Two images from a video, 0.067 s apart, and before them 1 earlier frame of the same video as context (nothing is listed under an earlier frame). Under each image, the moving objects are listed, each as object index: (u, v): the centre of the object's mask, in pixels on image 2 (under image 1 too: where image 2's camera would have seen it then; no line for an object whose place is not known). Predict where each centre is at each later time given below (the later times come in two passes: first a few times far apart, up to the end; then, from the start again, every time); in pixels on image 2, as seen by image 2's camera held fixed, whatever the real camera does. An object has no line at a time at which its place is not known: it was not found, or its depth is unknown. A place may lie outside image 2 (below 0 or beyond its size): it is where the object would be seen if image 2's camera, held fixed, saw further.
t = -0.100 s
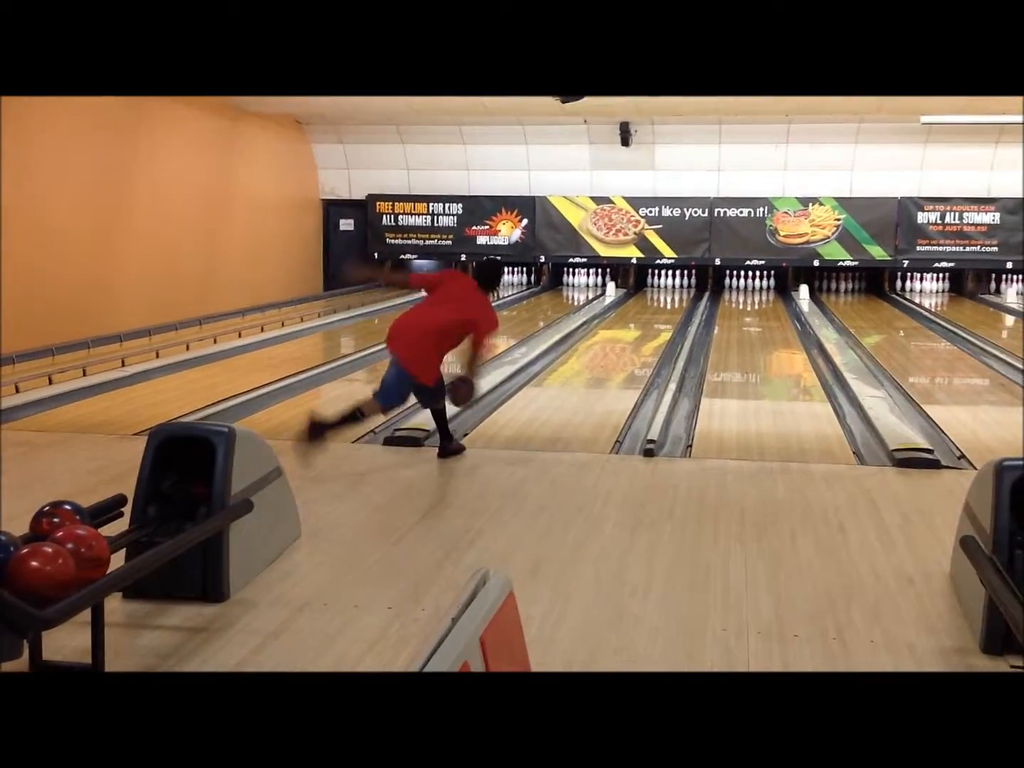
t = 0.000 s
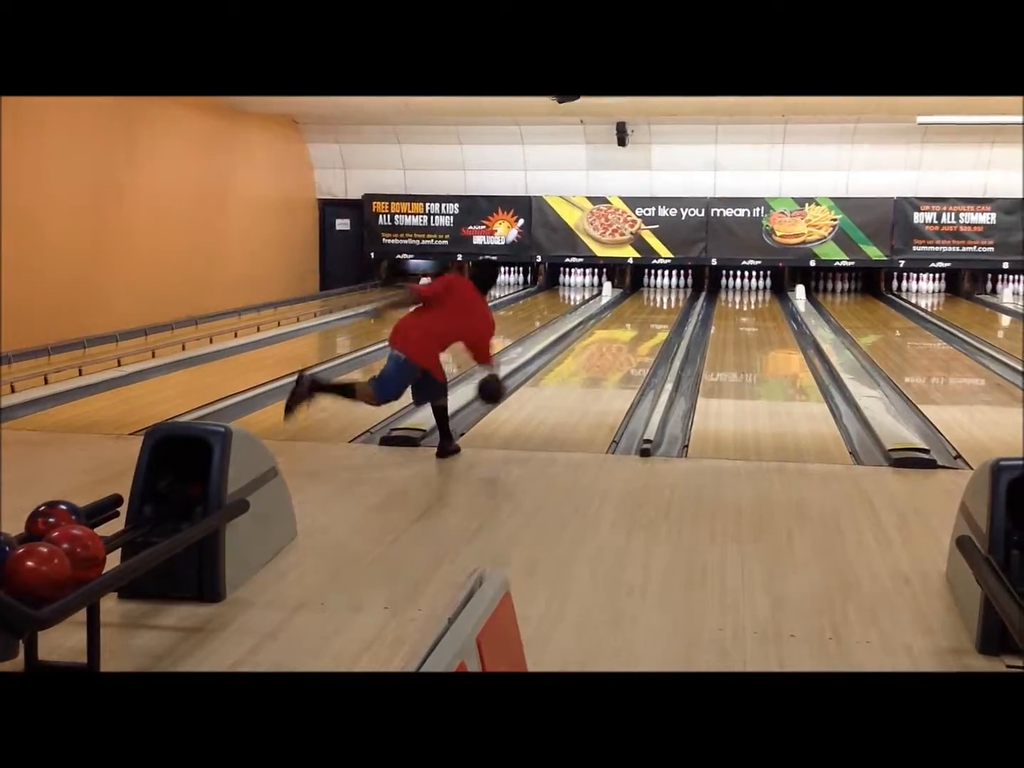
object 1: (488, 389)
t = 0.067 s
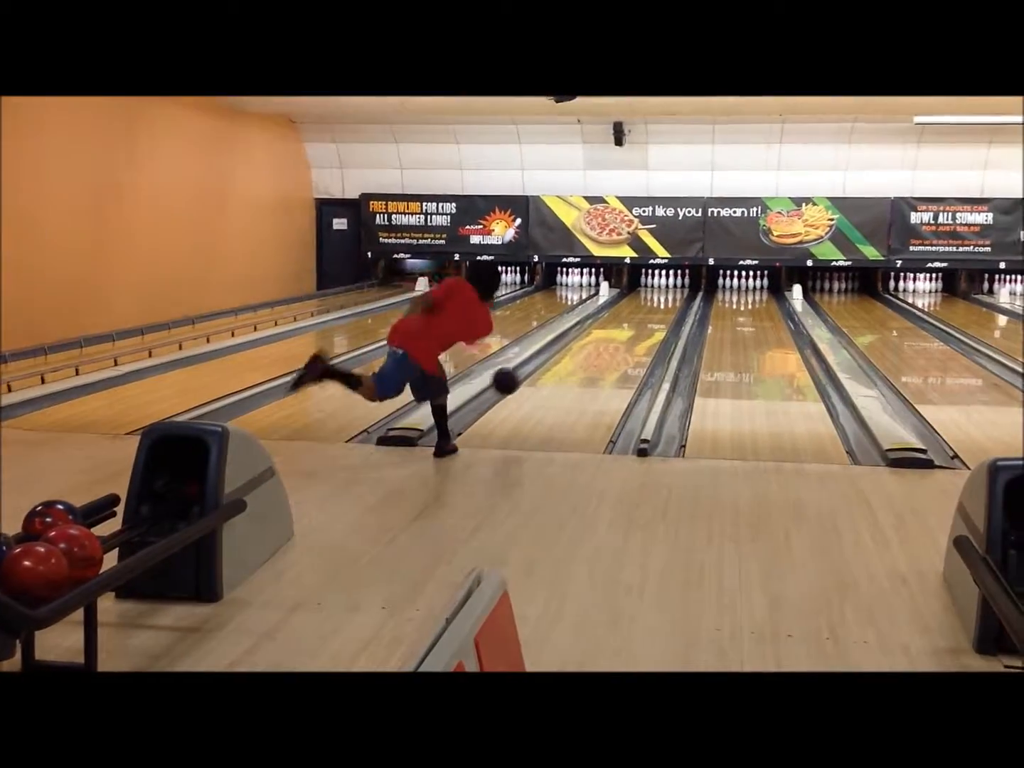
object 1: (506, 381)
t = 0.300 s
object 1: (552, 377)
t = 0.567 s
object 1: (590, 353)
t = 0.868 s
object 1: (619, 332)
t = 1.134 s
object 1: (637, 319)
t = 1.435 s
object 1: (652, 307)
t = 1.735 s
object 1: (661, 297)
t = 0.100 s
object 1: (514, 379)
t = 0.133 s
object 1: (521, 379)
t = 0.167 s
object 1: (527, 380)
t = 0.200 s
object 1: (534, 382)
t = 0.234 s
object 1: (541, 385)
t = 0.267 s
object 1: (547, 382)
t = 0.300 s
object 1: (552, 377)
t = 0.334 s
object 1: (558, 374)
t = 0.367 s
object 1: (563, 371)
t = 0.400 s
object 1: (568, 368)
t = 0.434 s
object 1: (573, 365)
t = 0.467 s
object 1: (577, 362)
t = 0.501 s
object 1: (582, 359)
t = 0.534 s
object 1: (586, 356)
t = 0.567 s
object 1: (590, 353)
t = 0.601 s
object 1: (594, 350)
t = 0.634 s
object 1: (597, 348)
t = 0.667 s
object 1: (601, 346)
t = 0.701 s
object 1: (604, 343)
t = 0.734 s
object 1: (607, 341)
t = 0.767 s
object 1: (610, 339)
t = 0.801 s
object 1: (613, 336)
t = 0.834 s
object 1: (616, 334)
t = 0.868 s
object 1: (619, 332)
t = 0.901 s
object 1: (621, 330)
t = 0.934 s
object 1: (624, 328)
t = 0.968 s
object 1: (626, 327)
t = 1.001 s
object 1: (629, 325)
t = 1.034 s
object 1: (631, 324)
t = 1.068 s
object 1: (633, 322)
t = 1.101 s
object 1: (635, 320)
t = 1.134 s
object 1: (637, 319)
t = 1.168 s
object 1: (639, 317)
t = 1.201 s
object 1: (641, 316)
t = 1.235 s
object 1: (642, 315)
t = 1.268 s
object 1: (644, 313)
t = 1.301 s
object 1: (646, 311)
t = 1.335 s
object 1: (647, 310)
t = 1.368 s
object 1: (649, 309)
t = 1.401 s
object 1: (650, 308)
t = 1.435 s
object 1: (652, 307)
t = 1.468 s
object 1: (653, 305)
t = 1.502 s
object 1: (654, 304)
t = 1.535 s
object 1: (655, 303)
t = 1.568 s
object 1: (657, 302)
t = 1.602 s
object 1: (658, 301)
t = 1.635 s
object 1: (659, 300)
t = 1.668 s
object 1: (660, 299)
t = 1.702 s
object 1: (660, 298)
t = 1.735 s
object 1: (661, 297)
